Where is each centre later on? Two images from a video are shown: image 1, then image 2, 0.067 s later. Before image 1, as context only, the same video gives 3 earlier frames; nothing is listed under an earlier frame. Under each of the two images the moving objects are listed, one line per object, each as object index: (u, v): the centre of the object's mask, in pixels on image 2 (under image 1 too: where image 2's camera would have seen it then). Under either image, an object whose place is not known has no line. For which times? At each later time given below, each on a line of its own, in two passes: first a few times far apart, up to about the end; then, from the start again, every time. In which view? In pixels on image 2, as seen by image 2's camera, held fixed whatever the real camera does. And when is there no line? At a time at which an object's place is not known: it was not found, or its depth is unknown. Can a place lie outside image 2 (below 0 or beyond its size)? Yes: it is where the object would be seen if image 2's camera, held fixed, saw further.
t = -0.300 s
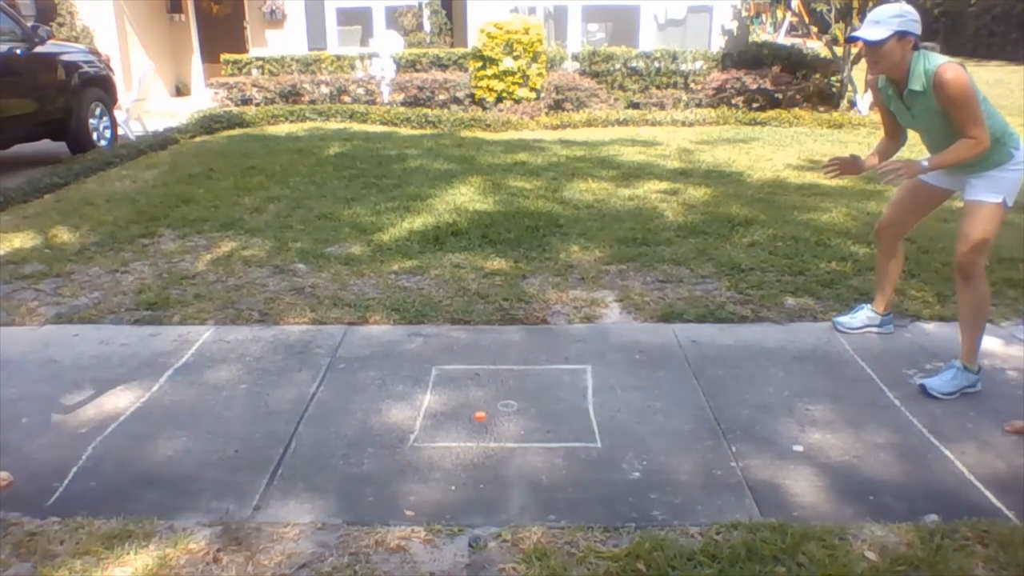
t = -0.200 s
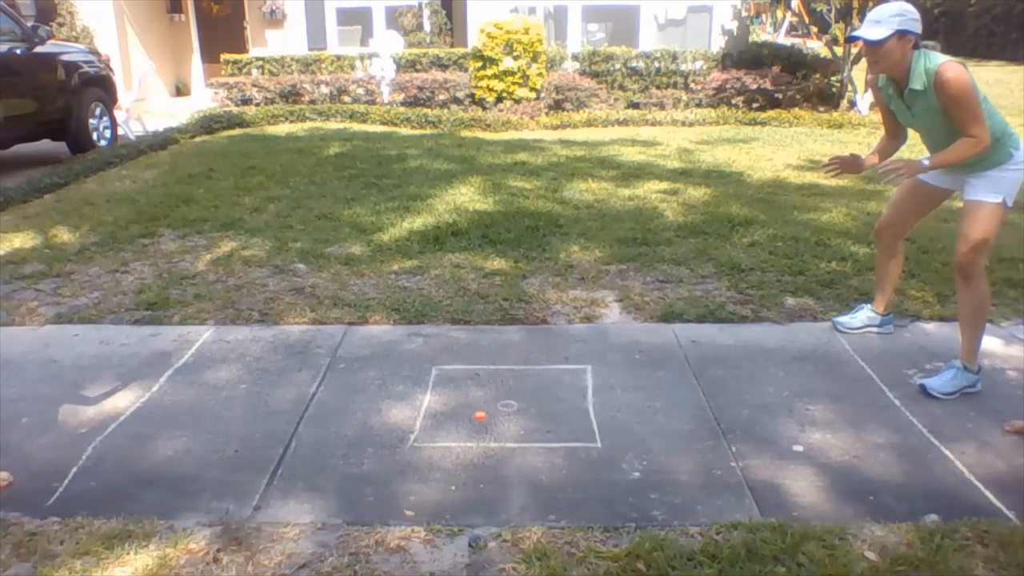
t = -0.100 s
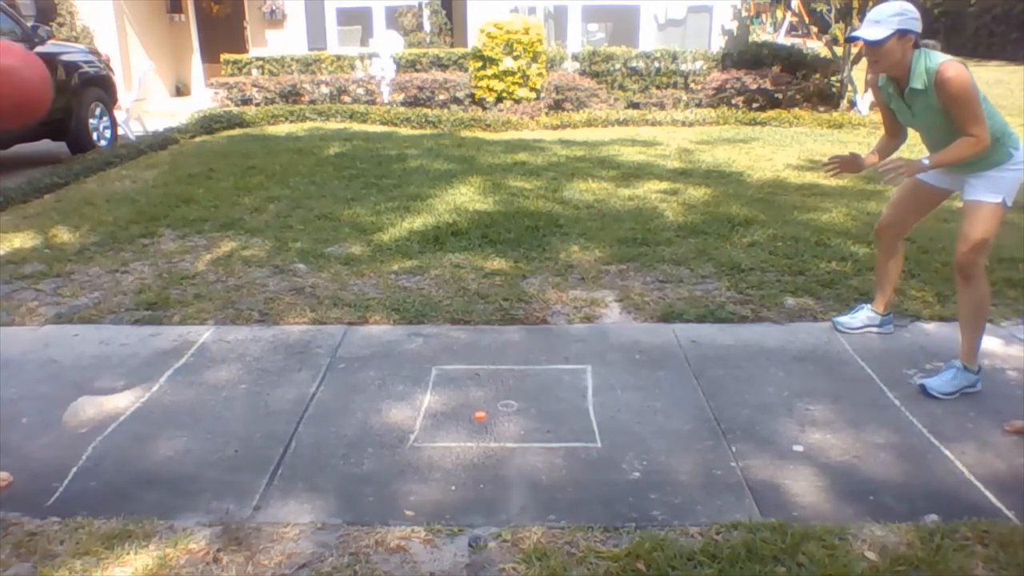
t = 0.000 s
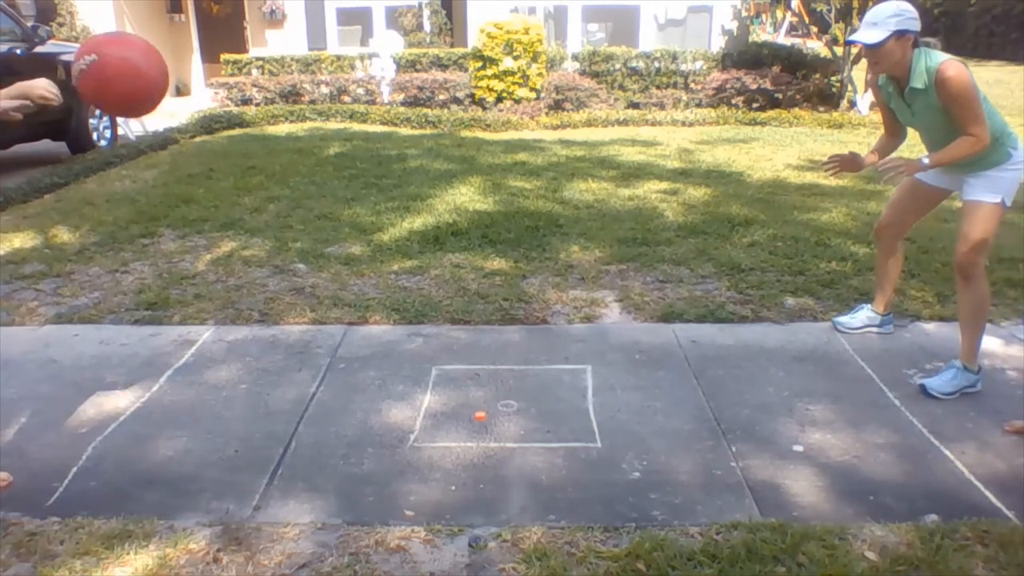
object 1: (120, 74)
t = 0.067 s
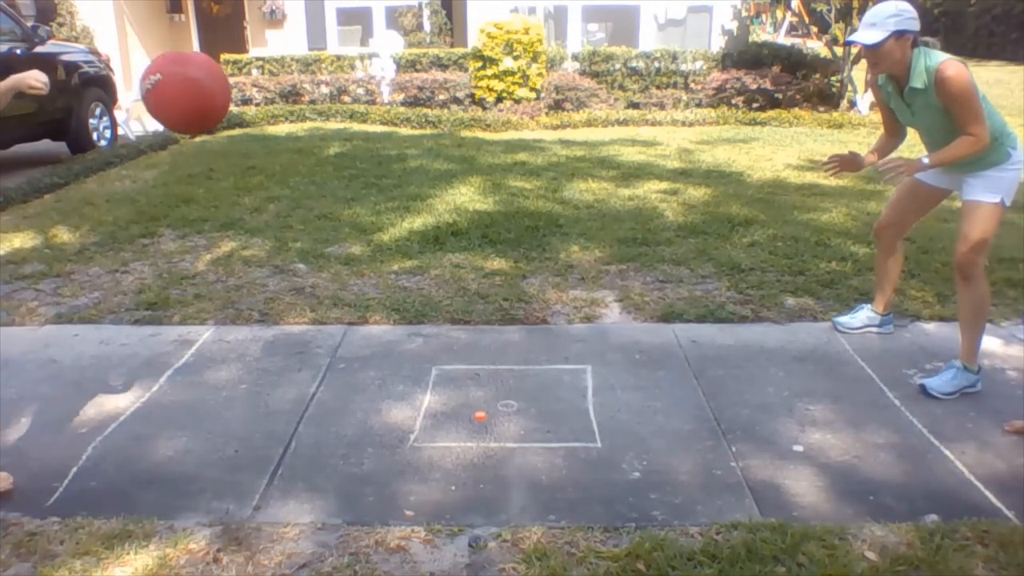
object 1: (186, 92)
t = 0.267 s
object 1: (368, 221)
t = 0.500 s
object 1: (518, 349)
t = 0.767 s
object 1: (616, 202)
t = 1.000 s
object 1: (699, 214)
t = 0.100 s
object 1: (217, 106)
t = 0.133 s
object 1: (249, 123)
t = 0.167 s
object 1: (280, 143)
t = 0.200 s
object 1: (309, 167)
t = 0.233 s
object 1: (339, 192)
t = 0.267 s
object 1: (368, 221)
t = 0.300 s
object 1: (395, 252)
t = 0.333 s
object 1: (422, 285)
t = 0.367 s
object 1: (448, 319)
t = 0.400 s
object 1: (472, 354)
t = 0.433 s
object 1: (495, 392)
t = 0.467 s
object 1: (506, 378)
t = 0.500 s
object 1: (518, 349)
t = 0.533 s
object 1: (530, 323)
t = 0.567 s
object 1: (542, 298)
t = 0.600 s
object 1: (554, 276)
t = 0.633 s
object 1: (566, 256)
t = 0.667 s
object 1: (579, 239)
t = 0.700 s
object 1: (591, 224)
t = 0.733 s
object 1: (604, 211)
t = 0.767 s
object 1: (616, 202)
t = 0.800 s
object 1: (628, 195)
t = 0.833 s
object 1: (641, 191)
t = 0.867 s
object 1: (653, 189)
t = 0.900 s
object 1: (665, 192)
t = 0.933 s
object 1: (677, 196)
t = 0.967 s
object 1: (688, 203)
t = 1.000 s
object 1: (699, 214)
